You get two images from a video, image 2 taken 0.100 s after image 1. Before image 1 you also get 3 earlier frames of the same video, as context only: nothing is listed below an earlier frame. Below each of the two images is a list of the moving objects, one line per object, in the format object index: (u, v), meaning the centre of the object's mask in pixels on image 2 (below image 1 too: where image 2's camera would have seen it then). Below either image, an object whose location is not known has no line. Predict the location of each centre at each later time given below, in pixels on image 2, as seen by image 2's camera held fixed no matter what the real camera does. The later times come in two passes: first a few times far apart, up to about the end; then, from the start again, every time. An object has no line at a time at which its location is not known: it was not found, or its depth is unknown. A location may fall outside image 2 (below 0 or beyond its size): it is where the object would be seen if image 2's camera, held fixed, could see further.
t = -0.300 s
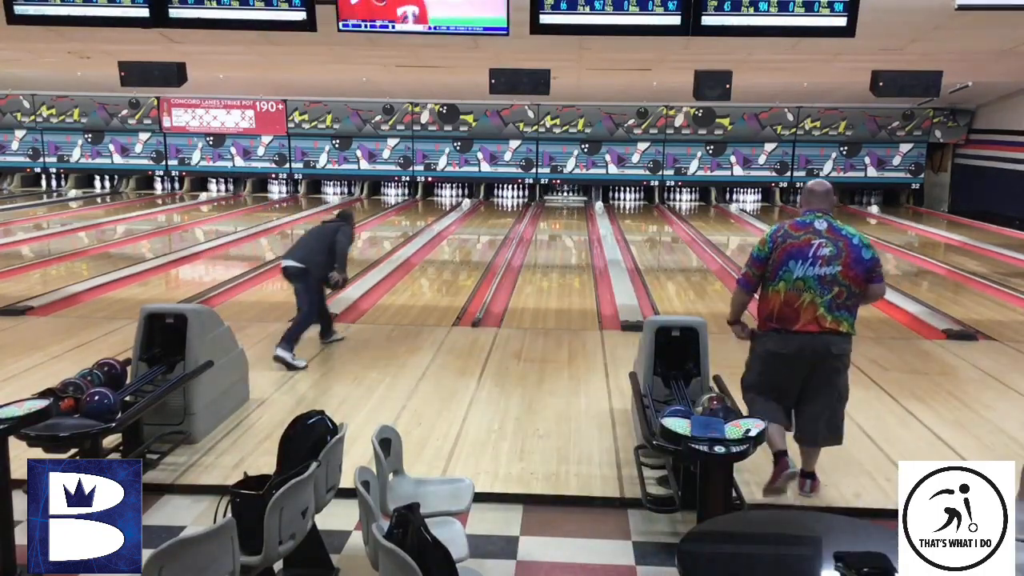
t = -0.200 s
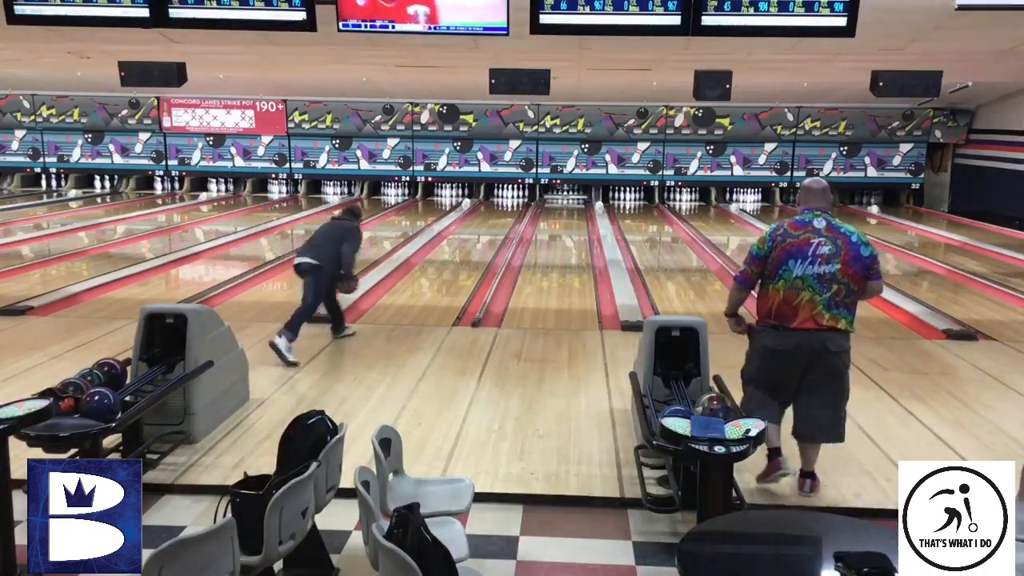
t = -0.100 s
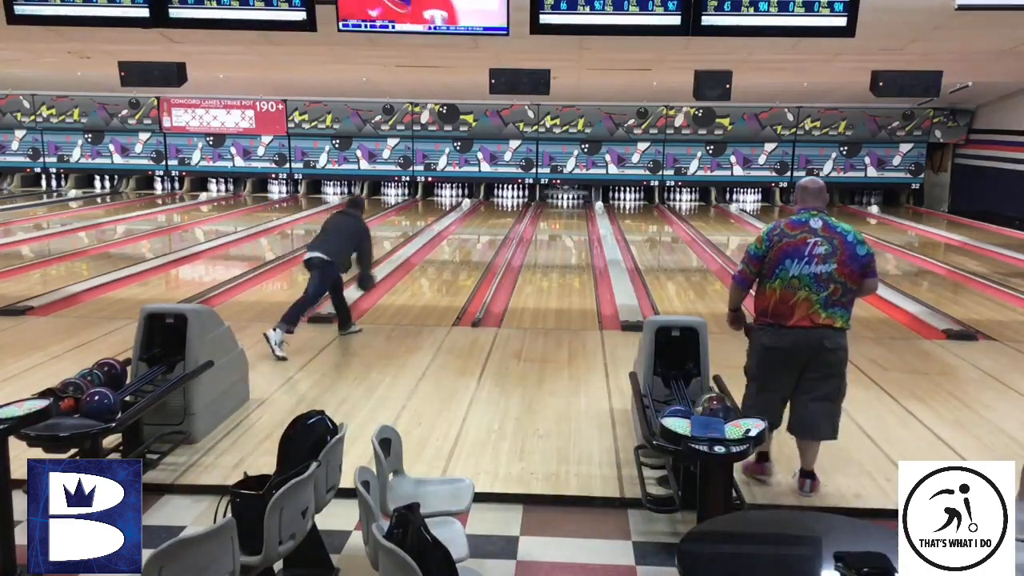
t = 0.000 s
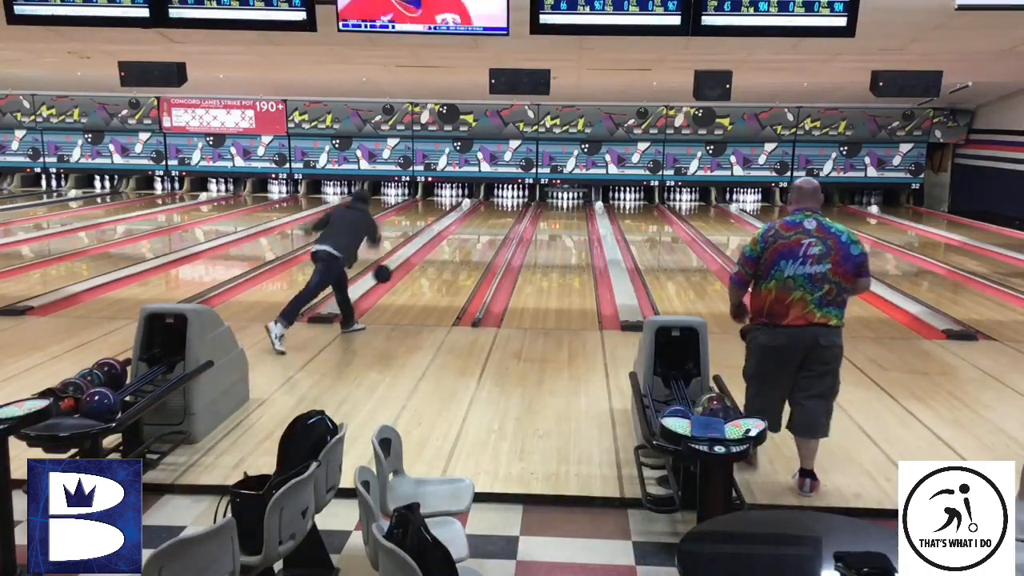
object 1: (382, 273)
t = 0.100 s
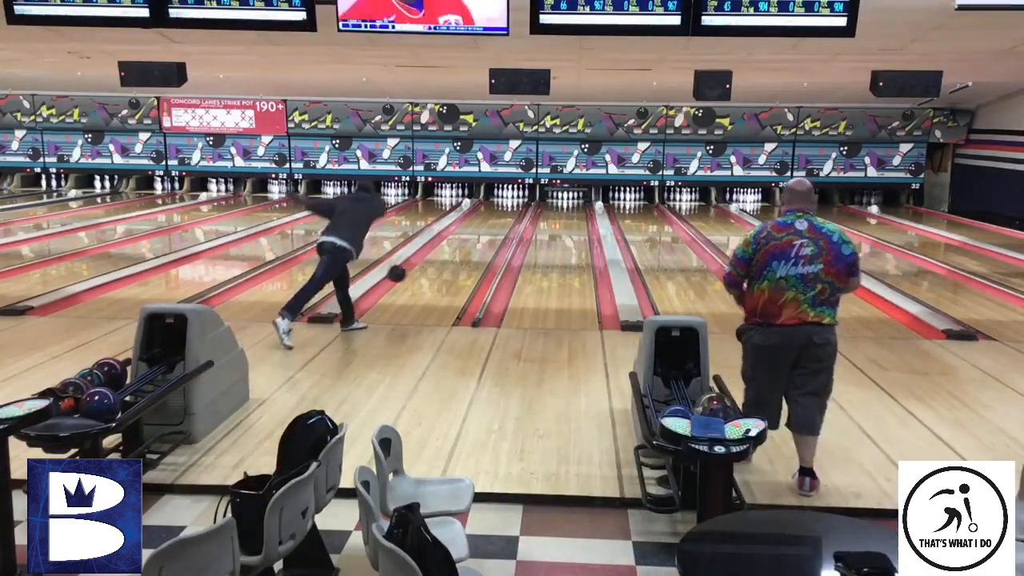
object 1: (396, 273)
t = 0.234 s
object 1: (413, 284)
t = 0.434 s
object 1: (434, 266)
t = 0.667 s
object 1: (453, 253)
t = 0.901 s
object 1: (469, 241)
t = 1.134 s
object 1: (481, 231)
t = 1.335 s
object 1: (490, 224)
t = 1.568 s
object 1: (498, 217)
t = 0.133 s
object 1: (400, 275)
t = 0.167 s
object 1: (405, 277)
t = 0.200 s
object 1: (409, 281)
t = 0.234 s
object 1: (413, 284)
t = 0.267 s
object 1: (417, 280)
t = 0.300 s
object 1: (421, 275)
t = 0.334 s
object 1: (424, 271)
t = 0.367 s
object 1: (428, 268)
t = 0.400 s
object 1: (431, 267)
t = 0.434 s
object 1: (434, 266)
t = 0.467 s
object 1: (437, 266)
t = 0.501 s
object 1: (440, 264)
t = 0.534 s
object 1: (443, 262)
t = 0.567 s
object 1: (446, 259)
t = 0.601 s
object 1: (448, 258)
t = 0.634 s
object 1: (451, 255)
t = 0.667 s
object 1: (453, 253)
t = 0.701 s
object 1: (456, 251)
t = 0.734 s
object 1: (458, 250)
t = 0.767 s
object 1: (460, 248)
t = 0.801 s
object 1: (462, 246)
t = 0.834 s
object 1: (465, 244)
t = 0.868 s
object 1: (467, 243)
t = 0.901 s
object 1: (469, 241)
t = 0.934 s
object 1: (470, 240)
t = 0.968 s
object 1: (473, 238)
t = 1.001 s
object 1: (474, 237)
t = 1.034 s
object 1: (476, 235)
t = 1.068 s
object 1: (478, 234)
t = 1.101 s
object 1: (480, 232)
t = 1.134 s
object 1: (481, 231)
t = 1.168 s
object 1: (483, 230)
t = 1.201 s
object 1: (484, 229)
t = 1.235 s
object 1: (486, 228)
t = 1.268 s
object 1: (487, 227)
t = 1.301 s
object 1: (488, 225)
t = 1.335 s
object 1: (490, 224)
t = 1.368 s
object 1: (491, 223)
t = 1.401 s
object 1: (492, 222)
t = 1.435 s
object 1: (493, 221)
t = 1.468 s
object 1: (495, 220)
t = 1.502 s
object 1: (496, 219)
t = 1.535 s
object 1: (497, 218)
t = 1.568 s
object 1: (498, 217)
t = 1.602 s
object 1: (499, 216)
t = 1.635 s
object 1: (501, 215)
